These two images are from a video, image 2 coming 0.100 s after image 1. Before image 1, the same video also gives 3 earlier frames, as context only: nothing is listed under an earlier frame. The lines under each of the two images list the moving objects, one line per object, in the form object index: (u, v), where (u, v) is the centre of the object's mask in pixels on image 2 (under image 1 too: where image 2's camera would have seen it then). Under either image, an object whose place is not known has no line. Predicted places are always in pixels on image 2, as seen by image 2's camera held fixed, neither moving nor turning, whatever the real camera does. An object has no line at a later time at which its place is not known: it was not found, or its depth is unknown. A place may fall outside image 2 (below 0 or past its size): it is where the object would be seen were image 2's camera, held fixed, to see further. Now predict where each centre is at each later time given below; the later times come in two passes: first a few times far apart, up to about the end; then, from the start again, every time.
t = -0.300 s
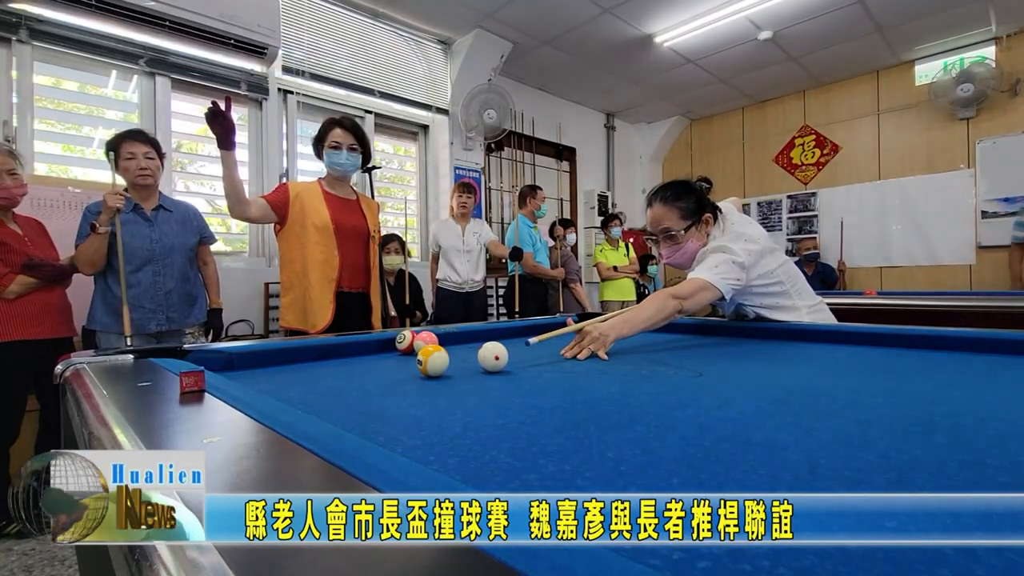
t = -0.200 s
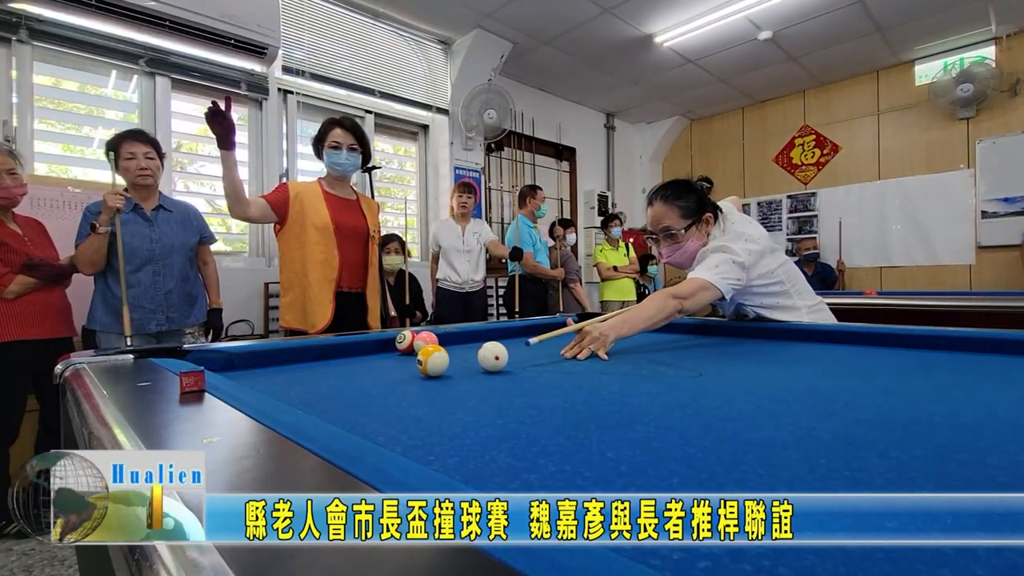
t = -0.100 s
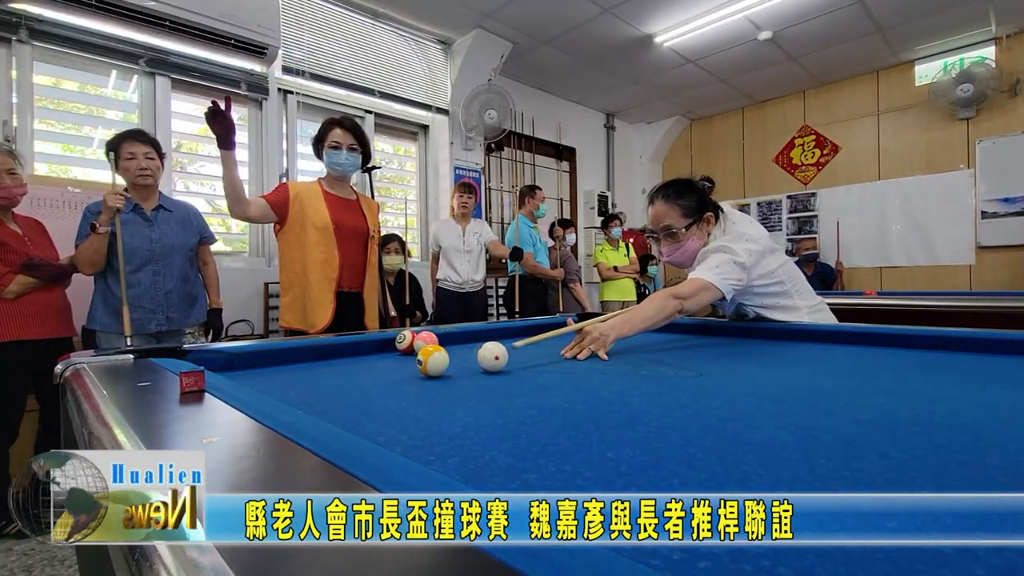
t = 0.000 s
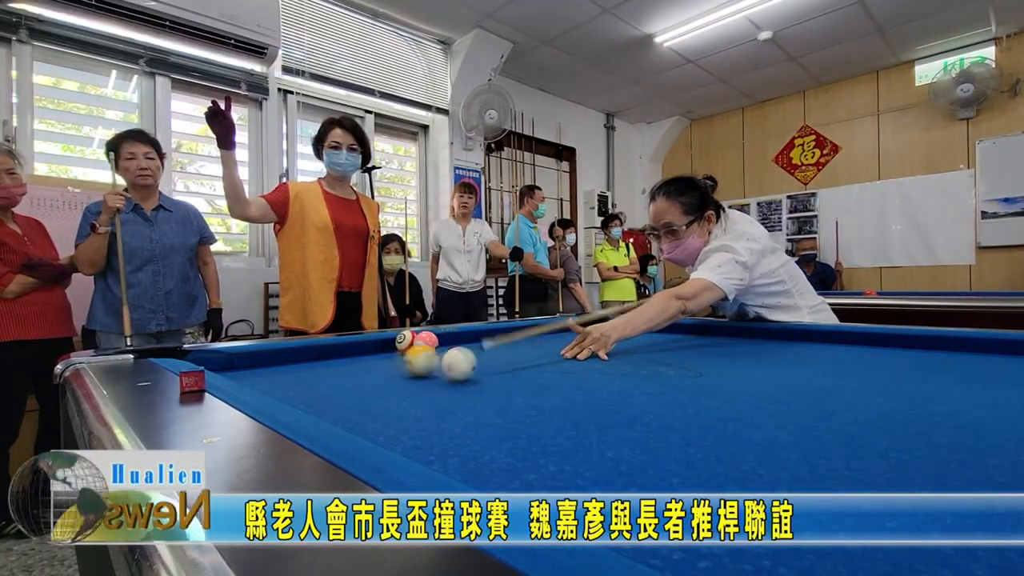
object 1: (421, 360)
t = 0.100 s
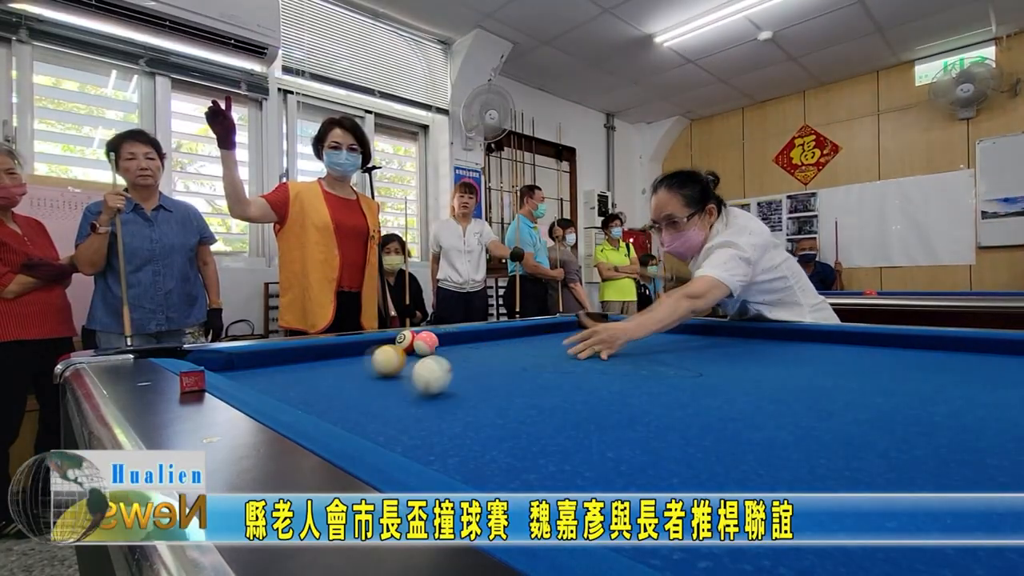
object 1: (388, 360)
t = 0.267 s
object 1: (340, 360)
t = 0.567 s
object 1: (259, 361)
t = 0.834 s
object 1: (194, 355)
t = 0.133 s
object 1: (379, 360)
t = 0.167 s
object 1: (368, 360)
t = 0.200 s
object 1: (359, 360)
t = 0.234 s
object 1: (350, 360)
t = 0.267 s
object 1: (340, 360)
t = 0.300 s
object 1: (331, 360)
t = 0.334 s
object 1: (323, 360)
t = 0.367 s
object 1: (313, 360)
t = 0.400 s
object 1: (304, 360)
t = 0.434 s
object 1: (295, 360)
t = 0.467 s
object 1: (286, 360)
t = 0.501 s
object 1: (277, 360)
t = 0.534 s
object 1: (268, 360)
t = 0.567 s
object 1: (259, 361)
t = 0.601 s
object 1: (251, 361)
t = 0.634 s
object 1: (242, 361)
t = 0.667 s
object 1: (234, 361)
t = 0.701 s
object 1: (225, 360)
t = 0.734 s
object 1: (217, 359)
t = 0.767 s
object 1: (210, 358)
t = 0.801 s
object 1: (202, 357)
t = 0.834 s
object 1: (194, 355)
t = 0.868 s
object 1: (186, 355)
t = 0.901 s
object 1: (180, 355)
